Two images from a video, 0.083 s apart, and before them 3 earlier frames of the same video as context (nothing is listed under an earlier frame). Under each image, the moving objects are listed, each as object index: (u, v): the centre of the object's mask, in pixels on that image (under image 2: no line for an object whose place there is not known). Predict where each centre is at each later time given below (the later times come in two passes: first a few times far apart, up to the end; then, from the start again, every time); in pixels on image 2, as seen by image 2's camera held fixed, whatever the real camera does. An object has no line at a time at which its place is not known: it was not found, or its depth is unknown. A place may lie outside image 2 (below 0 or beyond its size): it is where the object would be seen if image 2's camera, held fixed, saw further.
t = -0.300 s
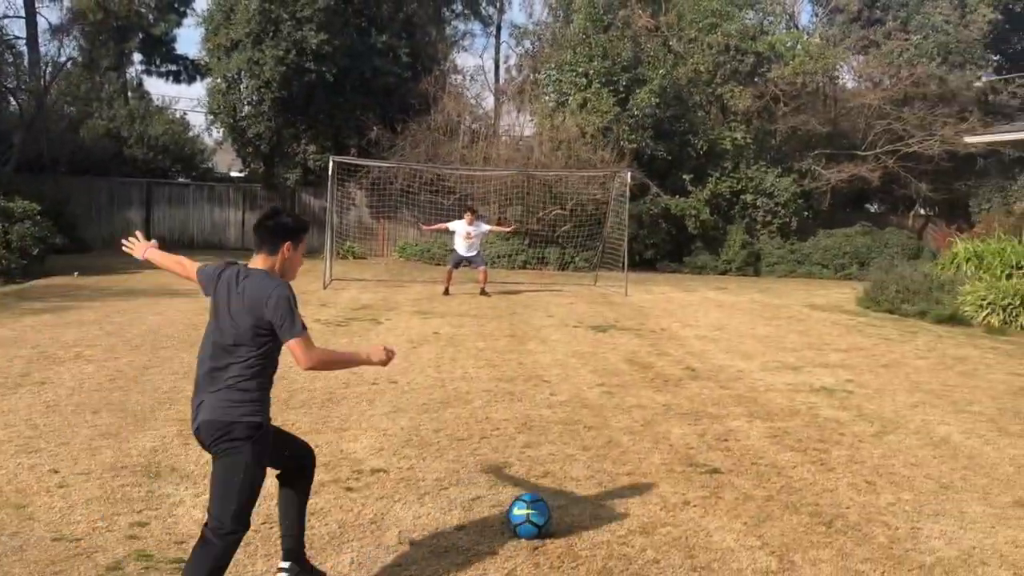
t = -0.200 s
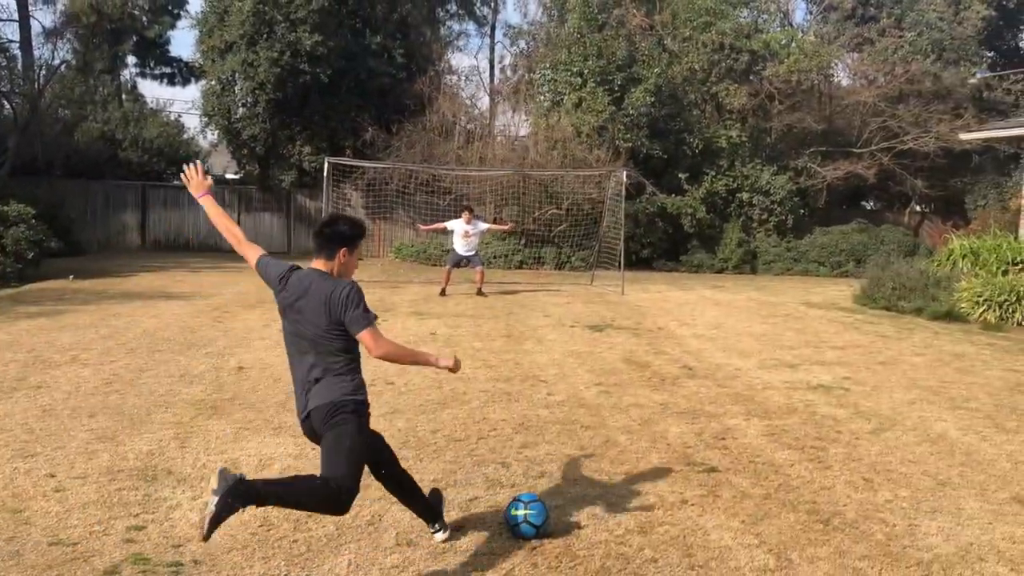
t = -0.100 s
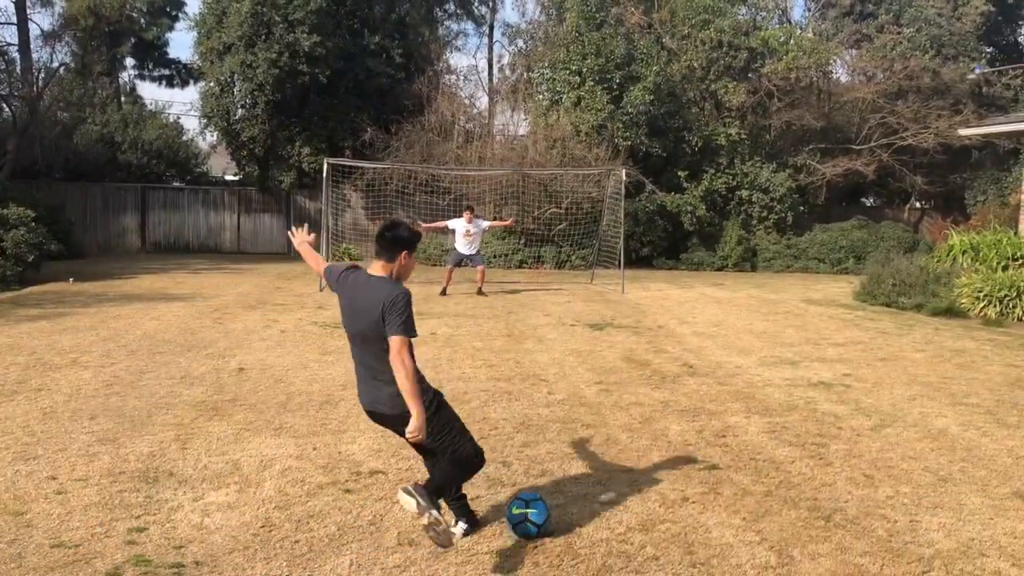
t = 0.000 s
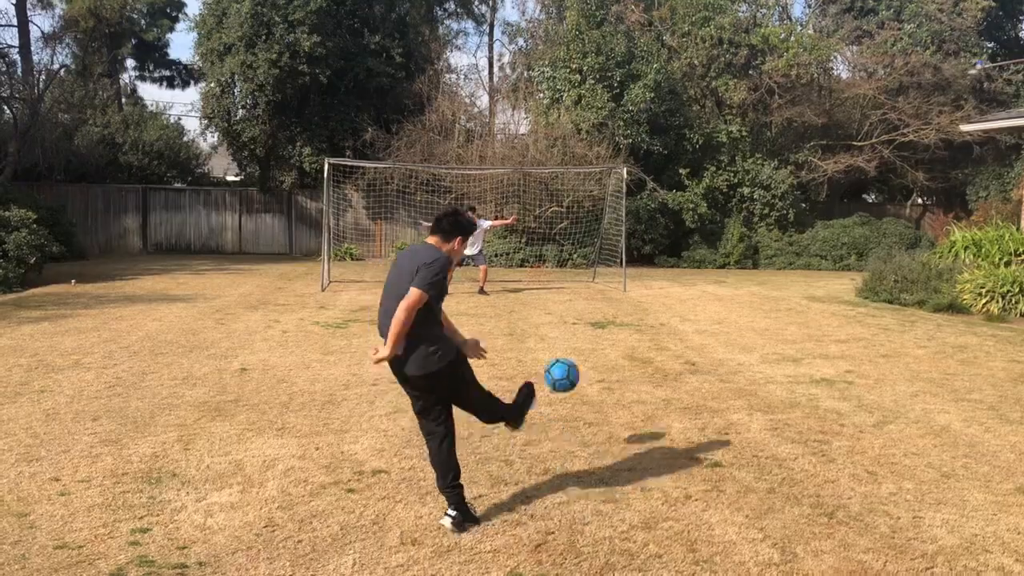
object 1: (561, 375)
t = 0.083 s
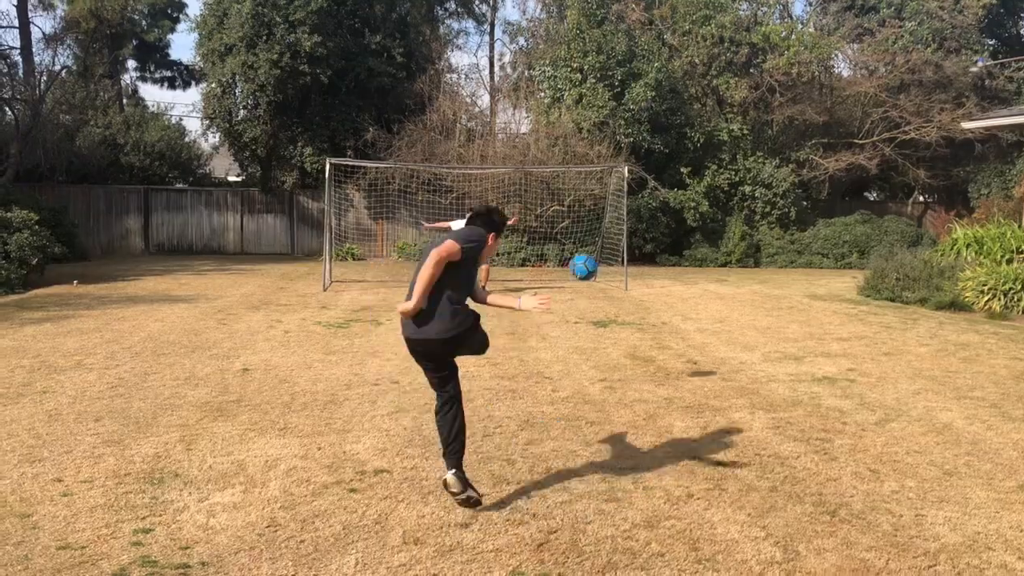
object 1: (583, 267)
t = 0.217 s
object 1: (593, 176)
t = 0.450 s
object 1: (591, 109)
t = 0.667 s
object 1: (580, 93)
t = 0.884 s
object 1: (570, 94)
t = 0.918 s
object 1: (570, 94)
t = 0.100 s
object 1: (585, 251)
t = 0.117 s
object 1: (587, 237)
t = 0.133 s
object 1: (589, 224)
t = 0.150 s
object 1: (591, 212)
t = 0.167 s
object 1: (592, 203)
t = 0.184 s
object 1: (591, 193)
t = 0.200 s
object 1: (594, 184)
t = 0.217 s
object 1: (593, 176)
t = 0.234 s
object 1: (594, 169)
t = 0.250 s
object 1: (595, 161)
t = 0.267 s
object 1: (595, 155)
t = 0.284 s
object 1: (595, 149)
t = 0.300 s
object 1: (594, 144)
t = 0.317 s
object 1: (594, 139)
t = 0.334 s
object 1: (594, 135)
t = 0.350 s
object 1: (594, 130)
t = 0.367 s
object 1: (593, 126)
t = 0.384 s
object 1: (594, 123)
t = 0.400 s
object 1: (593, 120)
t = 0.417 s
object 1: (592, 116)
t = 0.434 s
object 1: (591, 113)
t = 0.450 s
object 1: (591, 109)
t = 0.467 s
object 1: (591, 108)
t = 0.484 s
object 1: (590, 105)
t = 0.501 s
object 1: (588, 103)
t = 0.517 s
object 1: (588, 101)
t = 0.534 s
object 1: (587, 100)
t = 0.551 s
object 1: (586, 98)
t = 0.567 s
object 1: (585, 98)
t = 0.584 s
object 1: (584, 96)
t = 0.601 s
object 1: (583, 95)
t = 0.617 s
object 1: (583, 94)
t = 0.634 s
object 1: (581, 94)
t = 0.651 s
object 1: (581, 94)
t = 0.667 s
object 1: (580, 93)
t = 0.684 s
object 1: (579, 93)
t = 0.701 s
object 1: (578, 93)
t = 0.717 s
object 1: (578, 93)
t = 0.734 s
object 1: (577, 93)
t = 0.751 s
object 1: (577, 92)
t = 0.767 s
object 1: (576, 92)
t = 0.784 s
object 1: (576, 92)
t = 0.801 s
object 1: (575, 92)
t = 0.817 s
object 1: (575, 94)
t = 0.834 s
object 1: (573, 93)
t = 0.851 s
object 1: (572, 92)
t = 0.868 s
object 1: (570, 93)
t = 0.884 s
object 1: (570, 94)
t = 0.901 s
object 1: (570, 94)
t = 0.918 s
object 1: (570, 94)
